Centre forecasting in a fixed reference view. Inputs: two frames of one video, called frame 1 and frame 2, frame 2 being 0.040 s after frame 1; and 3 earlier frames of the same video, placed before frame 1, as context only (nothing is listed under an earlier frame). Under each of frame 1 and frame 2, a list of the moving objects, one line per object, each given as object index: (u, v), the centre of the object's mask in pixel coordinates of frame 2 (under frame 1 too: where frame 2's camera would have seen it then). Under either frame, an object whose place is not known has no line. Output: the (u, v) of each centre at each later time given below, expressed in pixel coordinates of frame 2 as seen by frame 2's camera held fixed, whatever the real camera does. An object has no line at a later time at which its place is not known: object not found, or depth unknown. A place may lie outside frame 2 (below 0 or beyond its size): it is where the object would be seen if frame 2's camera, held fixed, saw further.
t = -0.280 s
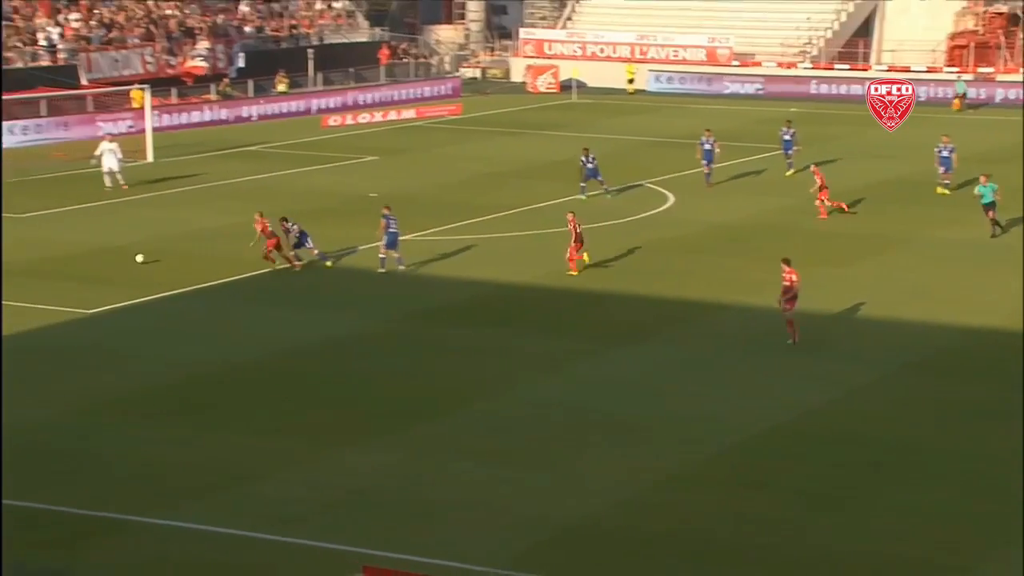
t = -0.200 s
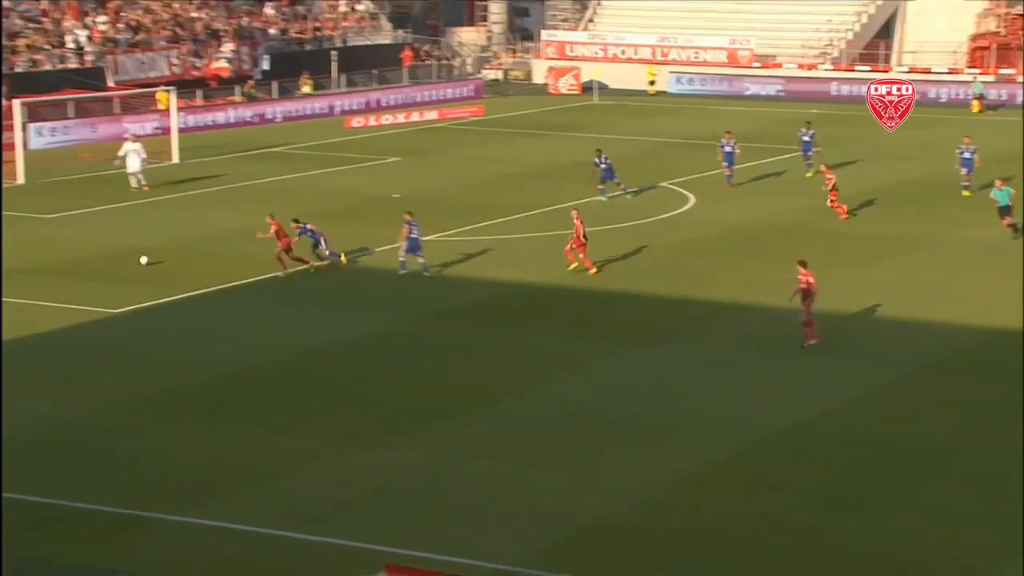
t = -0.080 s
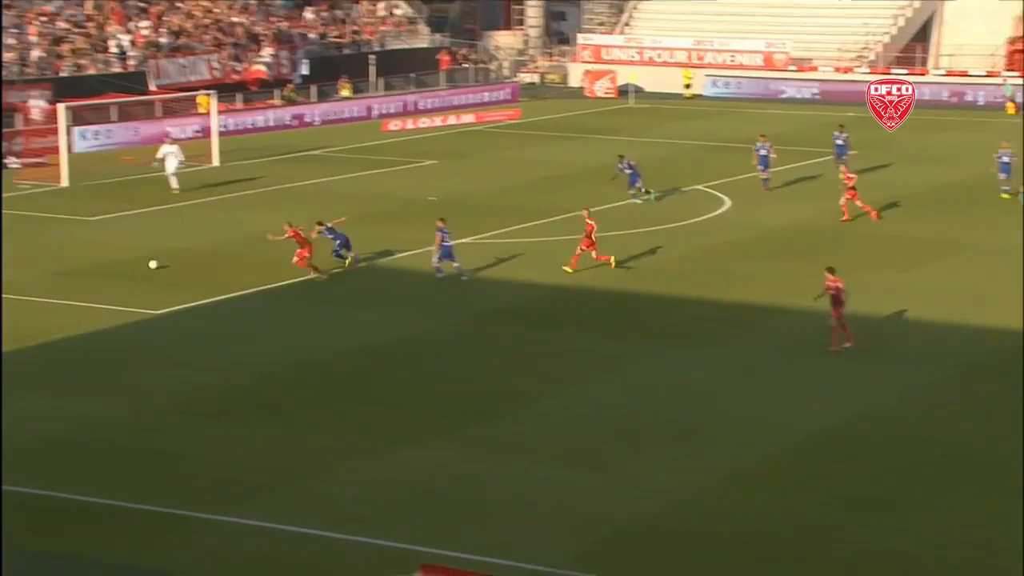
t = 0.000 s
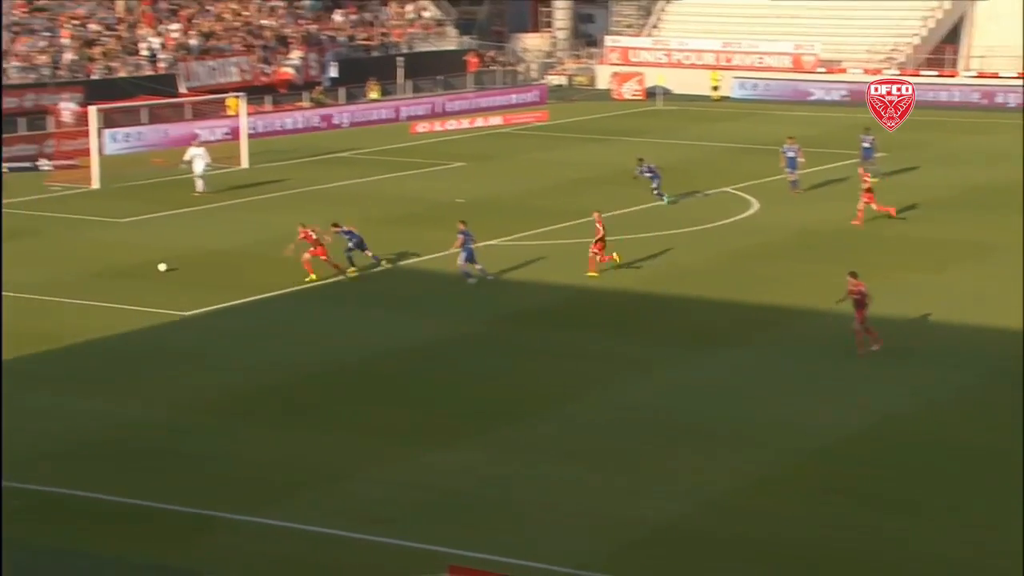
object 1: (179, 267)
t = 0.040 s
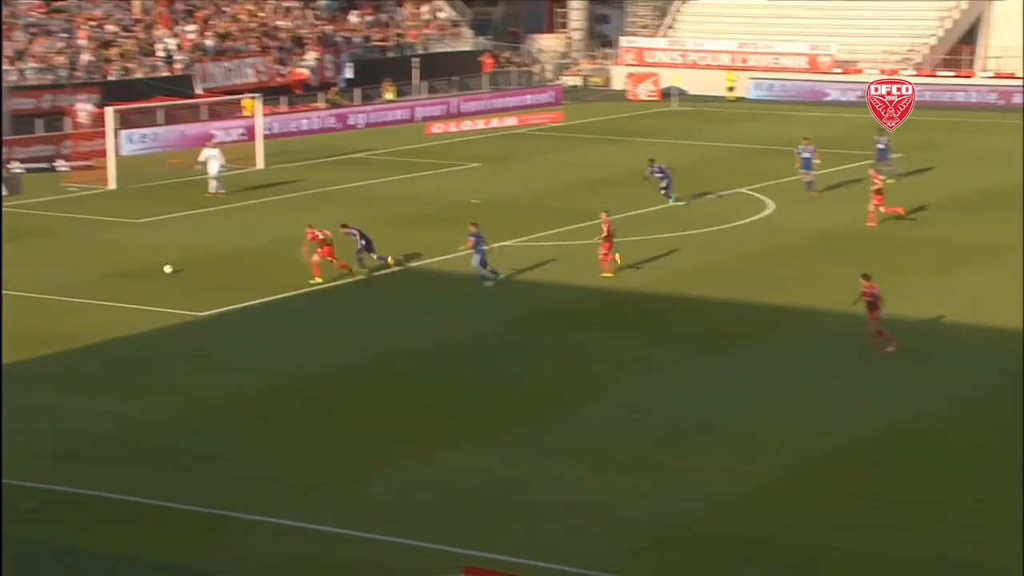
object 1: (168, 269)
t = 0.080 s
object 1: (157, 269)
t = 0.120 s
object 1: (146, 269)
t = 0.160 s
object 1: (135, 270)
